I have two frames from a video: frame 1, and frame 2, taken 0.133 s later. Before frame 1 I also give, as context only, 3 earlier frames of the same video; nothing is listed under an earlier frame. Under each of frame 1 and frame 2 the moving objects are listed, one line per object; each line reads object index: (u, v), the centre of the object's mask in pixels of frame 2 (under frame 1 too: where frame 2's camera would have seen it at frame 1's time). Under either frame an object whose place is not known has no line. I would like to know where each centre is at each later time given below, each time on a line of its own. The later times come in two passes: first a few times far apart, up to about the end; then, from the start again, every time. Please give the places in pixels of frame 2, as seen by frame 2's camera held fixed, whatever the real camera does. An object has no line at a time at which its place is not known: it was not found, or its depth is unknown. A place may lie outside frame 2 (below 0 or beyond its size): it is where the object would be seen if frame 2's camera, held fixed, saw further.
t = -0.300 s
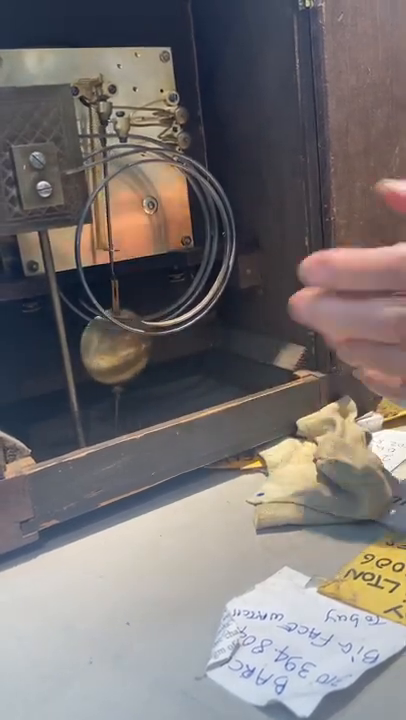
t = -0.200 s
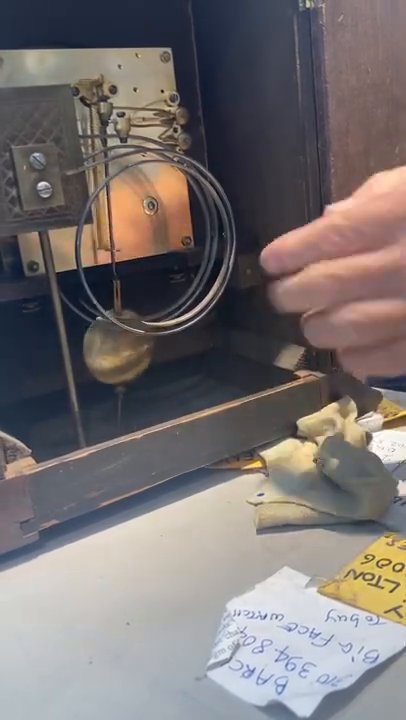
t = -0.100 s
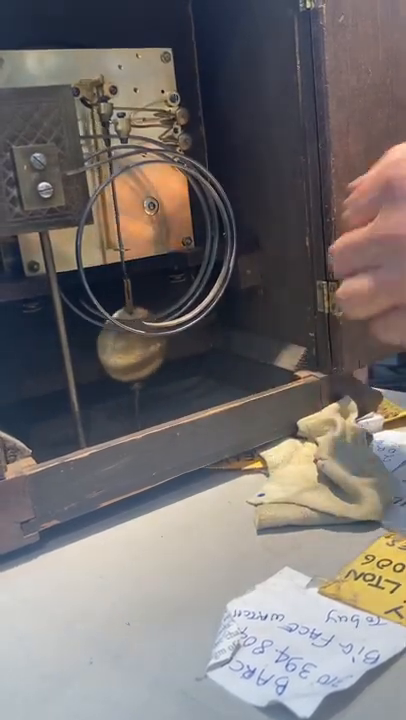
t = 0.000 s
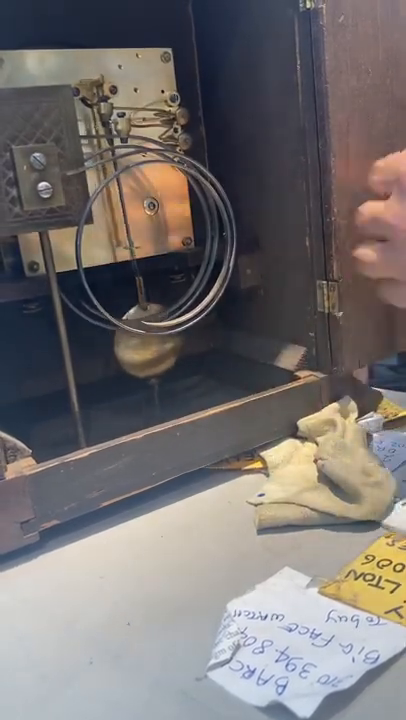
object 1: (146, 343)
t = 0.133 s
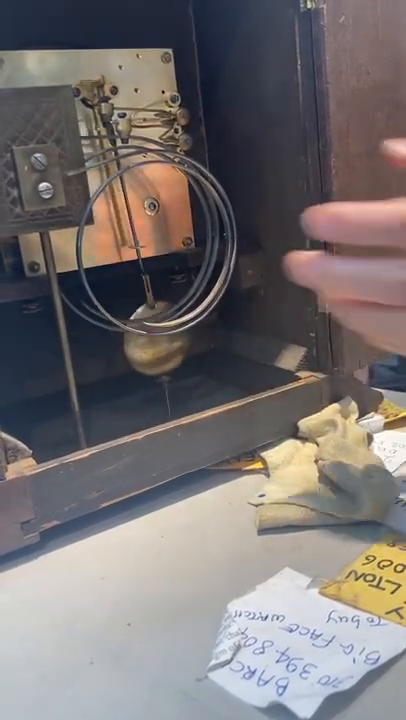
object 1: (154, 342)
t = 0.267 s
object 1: (141, 345)
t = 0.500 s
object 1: (115, 354)
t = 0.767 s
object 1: (147, 344)
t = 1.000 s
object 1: (145, 344)
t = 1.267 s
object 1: (115, 354)
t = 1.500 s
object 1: (144, 345)
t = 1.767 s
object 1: (144, 345)
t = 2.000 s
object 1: (115, 356)
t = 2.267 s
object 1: (145, 344)
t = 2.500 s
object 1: (146, 345)
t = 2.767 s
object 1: (115, 355)
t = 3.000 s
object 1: (142, 345)
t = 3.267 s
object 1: (145, 344)
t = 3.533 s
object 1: (115, 354)
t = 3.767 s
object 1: (143, 345)
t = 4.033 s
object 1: (143, 345)
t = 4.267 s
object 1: (115, 355)
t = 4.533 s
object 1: (145, 344)
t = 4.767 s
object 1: (146, 344)
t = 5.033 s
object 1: (115, 354)
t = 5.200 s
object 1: (131, 347)
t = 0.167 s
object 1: (152, 342)
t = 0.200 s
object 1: (150, 343)
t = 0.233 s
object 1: (146, 344)
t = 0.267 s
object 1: (141, 345)
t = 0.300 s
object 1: (136, 346)
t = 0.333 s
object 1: (130, 346)
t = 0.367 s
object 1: (125, 347)
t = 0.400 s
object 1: (120, 355)
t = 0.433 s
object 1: (117, 354)
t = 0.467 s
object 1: (115, 354)
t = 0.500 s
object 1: (115, 354)
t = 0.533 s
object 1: (116, 354)
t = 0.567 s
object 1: (118, 354)
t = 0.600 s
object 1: (121, 355)
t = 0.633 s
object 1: (126, 355)
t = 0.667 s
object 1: (132, 346)
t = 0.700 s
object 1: (137, 345)
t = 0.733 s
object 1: (143, 345)
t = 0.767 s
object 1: (147, 344)
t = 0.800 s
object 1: (151, 343)
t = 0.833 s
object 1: (153, 342)
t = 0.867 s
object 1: (154, 342)
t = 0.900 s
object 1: (153, 342)
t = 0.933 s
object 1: (152, 342)
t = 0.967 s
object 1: (149, 344)
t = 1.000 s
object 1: (145, 344)
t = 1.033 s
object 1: (140, 346)
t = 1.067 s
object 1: (134, 347)
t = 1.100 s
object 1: (128, 347)
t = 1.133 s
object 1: (123, 355)
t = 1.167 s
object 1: (119, 355)
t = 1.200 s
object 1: (116, 355)
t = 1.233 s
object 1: (115, 354)
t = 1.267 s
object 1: (115, 354)
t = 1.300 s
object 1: (116, 355)
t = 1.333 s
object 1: (119, 355)
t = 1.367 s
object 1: (123, 355)
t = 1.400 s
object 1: (128, 347)
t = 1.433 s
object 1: (133, 346)
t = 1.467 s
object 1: (139, 346)
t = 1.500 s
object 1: (144, 345)
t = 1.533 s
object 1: (148, 344)
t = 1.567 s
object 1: (152, 344)
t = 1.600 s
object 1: (154, 343)
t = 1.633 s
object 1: (155, 343)
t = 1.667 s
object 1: (154, 343)
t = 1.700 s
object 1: (152, 344)
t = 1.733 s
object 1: (148, 344)
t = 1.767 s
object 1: (144, 345)
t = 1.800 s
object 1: (138, 346)
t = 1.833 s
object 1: (133, 347)
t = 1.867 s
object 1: (127, 356)
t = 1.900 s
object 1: (123, 357)
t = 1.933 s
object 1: (119, 356)
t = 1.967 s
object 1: (116, 356)
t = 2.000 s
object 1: (115, 356)
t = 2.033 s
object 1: (116, 356)
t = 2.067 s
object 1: (117, 357)
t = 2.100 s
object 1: (121, 356)
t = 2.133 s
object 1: (124, 355)
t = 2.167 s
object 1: (130, 348)
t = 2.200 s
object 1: (136, 346)
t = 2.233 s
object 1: (140, 345)
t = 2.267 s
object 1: (145, 344)
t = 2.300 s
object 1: (149, 344)
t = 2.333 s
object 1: (152, 343)
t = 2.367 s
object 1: (154, 343)
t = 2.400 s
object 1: (154, 343)
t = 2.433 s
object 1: (153, 343)
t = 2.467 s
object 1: (151, 344)
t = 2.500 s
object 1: (146, 345)
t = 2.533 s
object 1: (141, 346)
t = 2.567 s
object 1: (136, 347)
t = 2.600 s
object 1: (131, 356)
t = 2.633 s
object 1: (125, 347)
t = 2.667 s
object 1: (121, 355)
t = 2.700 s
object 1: (117, 355)
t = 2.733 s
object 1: (115, 355)
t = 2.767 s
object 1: (115, 355)
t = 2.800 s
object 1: (115, 355)
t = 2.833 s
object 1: (118, 355)
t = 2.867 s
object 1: (121, 355)
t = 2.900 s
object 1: (126, 355)
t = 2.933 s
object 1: (131, 347)
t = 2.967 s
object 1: (137, 346)
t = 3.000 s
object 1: (142, 345)
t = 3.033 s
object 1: (146, 344)
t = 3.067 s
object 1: (150, 343)
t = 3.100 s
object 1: (152, 342)
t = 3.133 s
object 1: (153, 342)
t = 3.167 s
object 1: (153, 342)
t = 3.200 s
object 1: (151, 343)
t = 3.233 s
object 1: (148, 343)
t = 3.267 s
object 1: (145, 344)
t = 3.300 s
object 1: (140, 346)
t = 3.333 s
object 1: (135, 347)
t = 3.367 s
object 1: (129, 348)
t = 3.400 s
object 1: (124, 355)
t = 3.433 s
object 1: (119, 355)
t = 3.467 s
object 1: (116, 355)
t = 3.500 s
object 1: (115, 354)
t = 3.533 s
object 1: (115, 354)
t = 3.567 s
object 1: (116, 355)
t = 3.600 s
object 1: (119, 355)
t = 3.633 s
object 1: (122, 355)
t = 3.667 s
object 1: (128, 347)
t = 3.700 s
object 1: (133, 347)
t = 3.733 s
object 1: (138, 346)
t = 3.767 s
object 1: (143, 345)
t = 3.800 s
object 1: (148, 344)
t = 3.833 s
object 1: (151, 343)
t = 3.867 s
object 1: (153, 342)
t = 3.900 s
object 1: (153, 342)
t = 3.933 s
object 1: (153, 342)
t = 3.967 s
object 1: (151, 343)
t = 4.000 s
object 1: (147, 344)
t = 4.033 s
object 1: (143, 345)
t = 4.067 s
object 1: (138, 346)
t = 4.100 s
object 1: (133, 346)
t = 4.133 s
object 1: (127, 347)
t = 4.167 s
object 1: (122, 355)
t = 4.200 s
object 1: (118, 355)
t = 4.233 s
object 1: (116, 355)
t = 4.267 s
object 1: (115, 355)
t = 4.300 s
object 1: (115, 355)
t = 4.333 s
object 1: (117, 355)
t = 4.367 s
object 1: (120, 355)
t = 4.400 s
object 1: (124, 355)
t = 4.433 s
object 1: (129, 347)
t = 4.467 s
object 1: (134, 346)
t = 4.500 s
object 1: (140, 345)
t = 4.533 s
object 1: (145, 344)
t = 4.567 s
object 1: (149, 343)
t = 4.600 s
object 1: (151, 342)
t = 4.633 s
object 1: (153, 342)
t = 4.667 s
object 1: (153, 342)
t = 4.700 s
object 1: (152, 342)
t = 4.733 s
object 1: (150, 343)
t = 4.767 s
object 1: (146, 344)
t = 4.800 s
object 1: (142, 345)
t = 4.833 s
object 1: (136, 346)
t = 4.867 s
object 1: (131, 347)
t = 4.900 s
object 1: (126, 347)
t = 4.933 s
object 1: (121, 355)
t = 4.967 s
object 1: (117, 355)
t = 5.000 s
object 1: (116, 355)
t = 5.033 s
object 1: (115, 354)
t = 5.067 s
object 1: (116, 355)
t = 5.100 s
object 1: (117, 355)
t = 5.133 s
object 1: (121, 355)
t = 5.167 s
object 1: (126, 347)
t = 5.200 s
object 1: (131, 347)
